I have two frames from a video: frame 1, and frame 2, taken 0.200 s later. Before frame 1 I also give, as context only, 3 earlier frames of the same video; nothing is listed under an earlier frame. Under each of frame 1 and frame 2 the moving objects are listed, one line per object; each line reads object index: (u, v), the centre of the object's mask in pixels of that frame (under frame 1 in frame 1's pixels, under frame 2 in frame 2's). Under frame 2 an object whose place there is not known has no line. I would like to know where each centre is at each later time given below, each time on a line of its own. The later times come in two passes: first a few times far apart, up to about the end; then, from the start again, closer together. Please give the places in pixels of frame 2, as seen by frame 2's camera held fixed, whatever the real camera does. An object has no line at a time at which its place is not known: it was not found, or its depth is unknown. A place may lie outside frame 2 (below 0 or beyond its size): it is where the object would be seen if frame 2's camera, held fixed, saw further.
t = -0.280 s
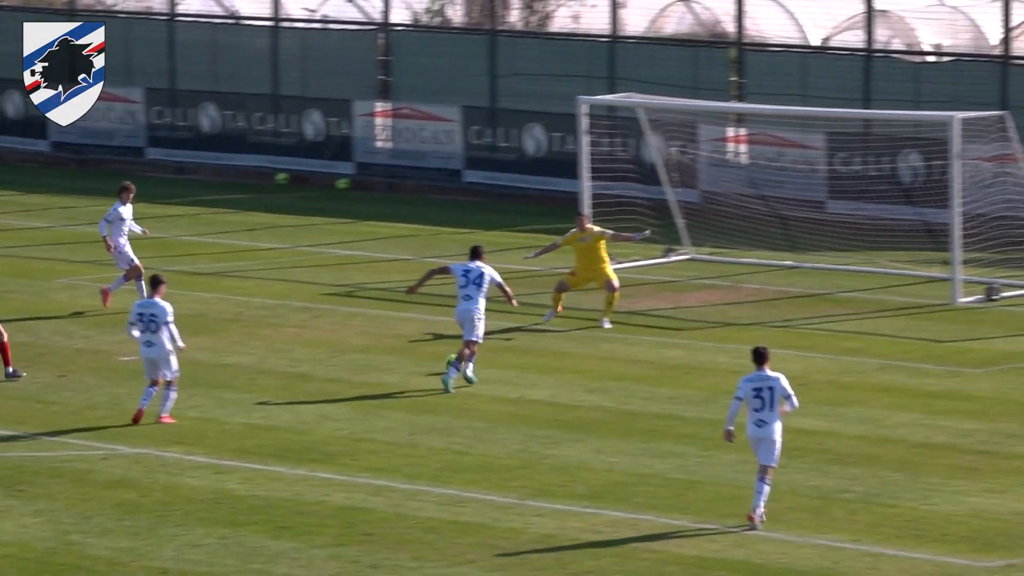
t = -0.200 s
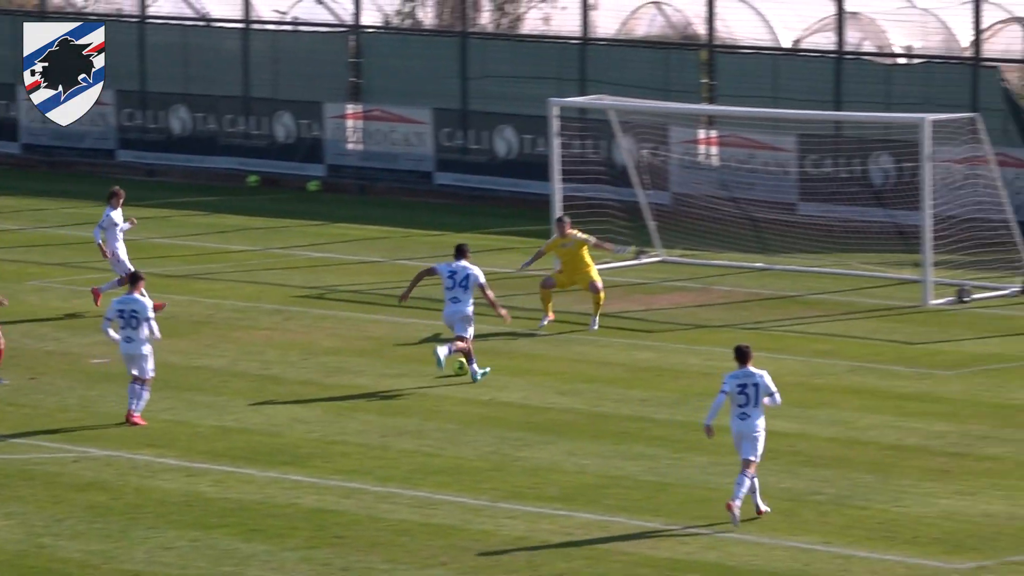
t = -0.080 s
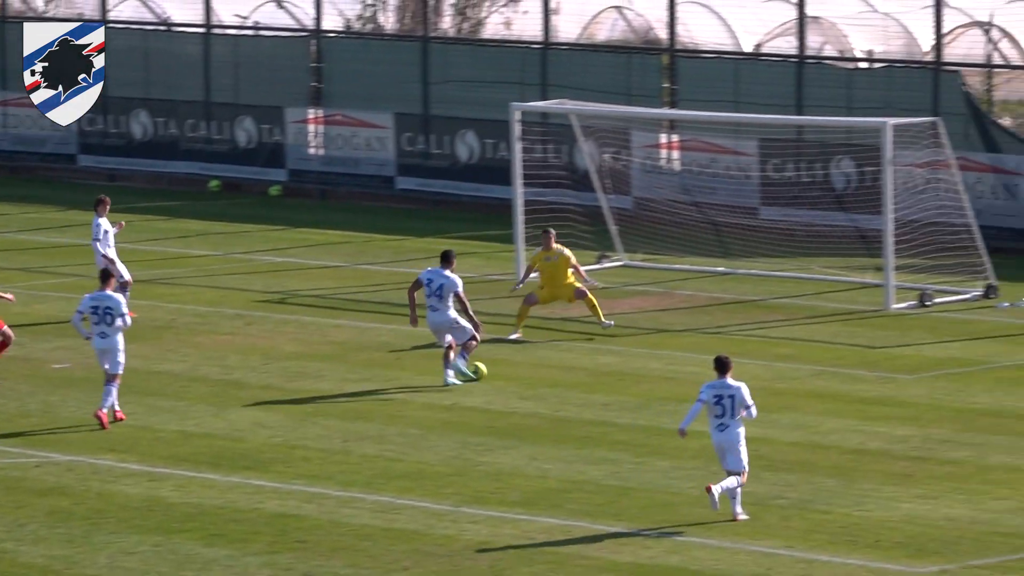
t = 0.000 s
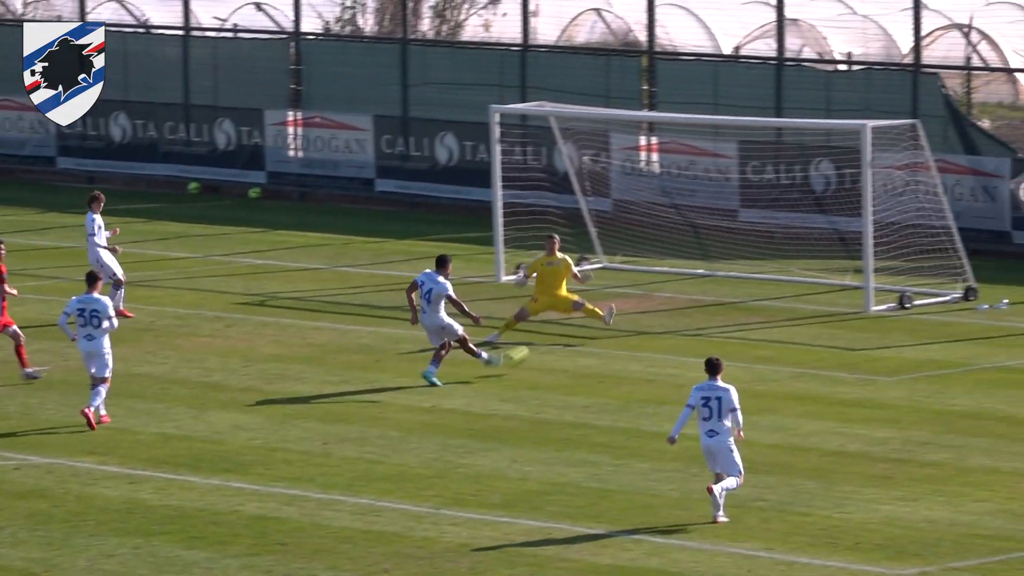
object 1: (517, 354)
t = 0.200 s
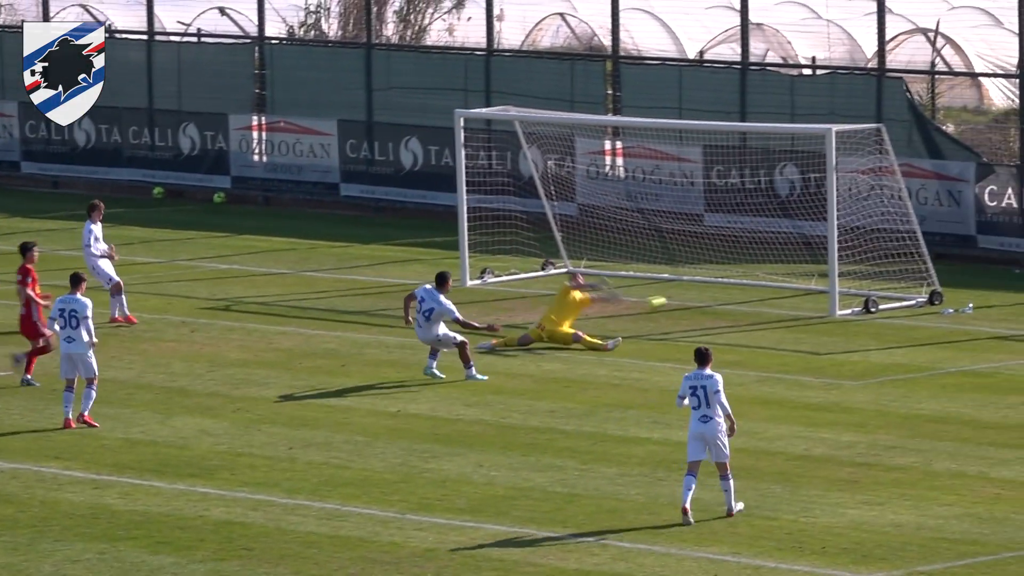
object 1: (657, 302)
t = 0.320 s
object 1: (740, 292)
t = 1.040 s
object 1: (654, 298)
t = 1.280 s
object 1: (604, 285)
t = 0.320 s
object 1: (740, 292)
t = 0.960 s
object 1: (681, 280)
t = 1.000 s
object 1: (667, 287)
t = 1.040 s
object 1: (654, 298)
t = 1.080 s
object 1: (645, 296)
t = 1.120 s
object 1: (636, 292)
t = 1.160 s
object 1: (629, 289)
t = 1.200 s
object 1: (620, 286)
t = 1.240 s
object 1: (612, 286)
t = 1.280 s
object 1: (604, 285)
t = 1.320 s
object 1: (597, 287)
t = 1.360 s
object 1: (588, 290)
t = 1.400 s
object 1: (579, 292)
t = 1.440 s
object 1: (571, 297)
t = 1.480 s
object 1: (562, 304)
